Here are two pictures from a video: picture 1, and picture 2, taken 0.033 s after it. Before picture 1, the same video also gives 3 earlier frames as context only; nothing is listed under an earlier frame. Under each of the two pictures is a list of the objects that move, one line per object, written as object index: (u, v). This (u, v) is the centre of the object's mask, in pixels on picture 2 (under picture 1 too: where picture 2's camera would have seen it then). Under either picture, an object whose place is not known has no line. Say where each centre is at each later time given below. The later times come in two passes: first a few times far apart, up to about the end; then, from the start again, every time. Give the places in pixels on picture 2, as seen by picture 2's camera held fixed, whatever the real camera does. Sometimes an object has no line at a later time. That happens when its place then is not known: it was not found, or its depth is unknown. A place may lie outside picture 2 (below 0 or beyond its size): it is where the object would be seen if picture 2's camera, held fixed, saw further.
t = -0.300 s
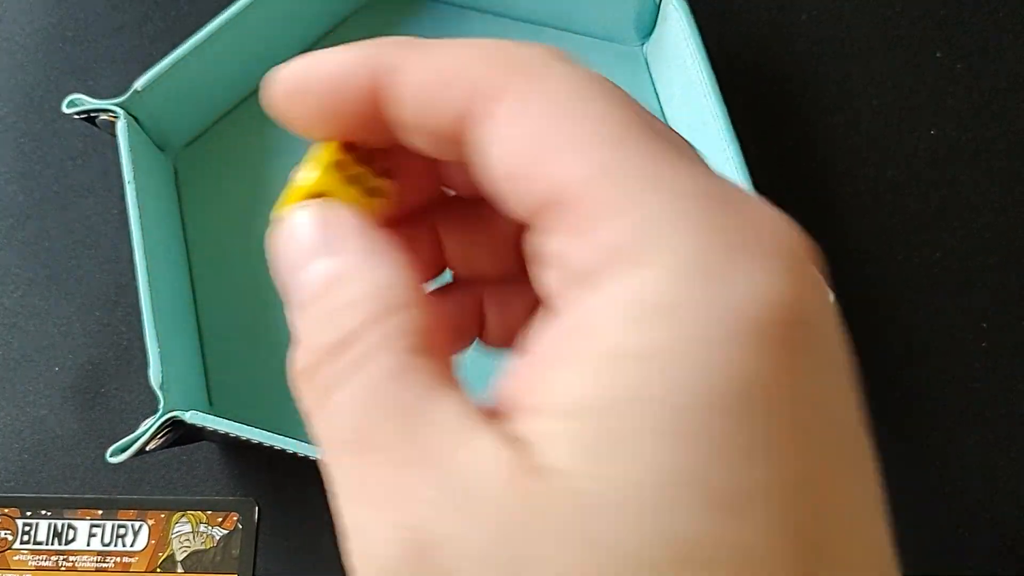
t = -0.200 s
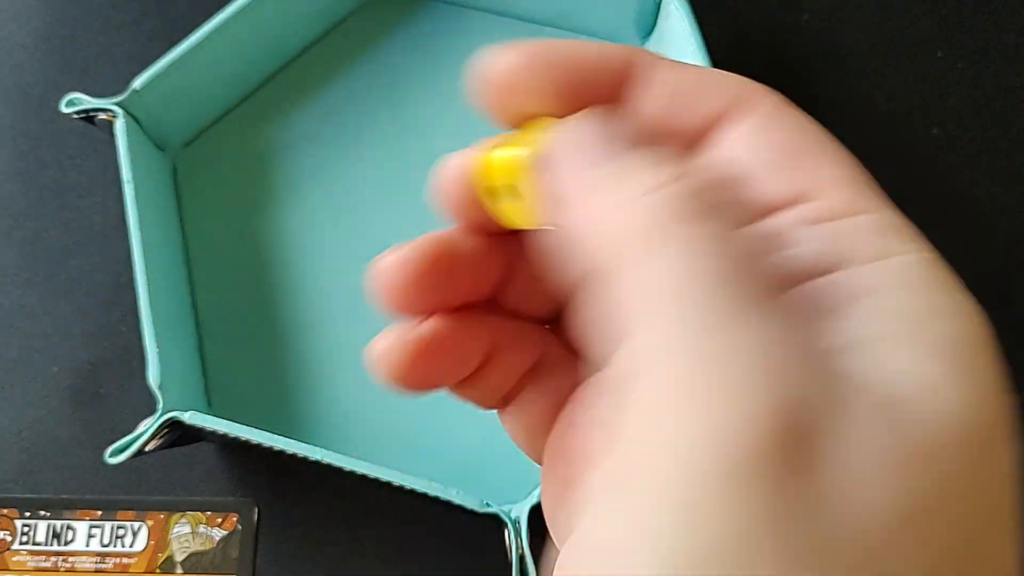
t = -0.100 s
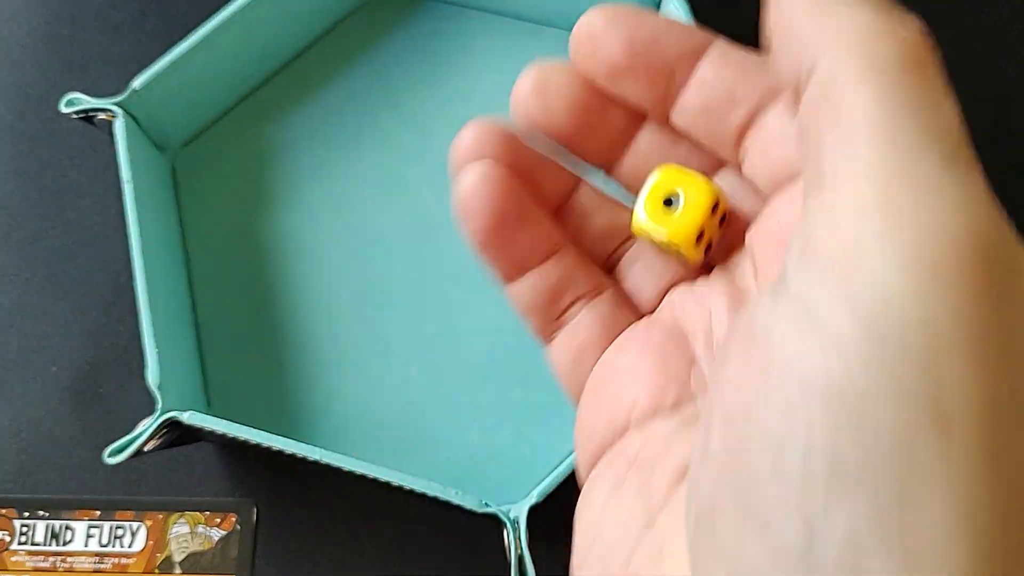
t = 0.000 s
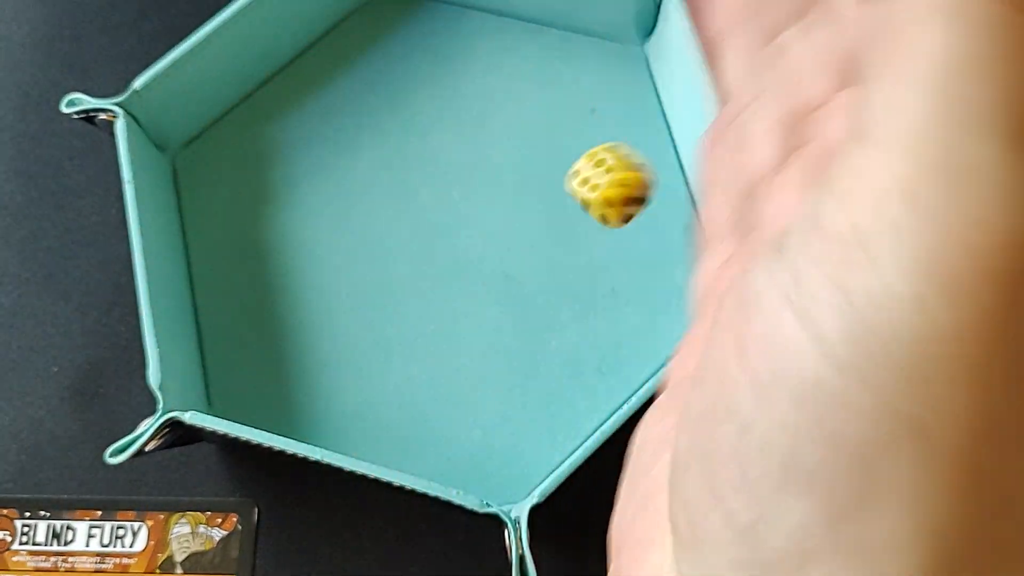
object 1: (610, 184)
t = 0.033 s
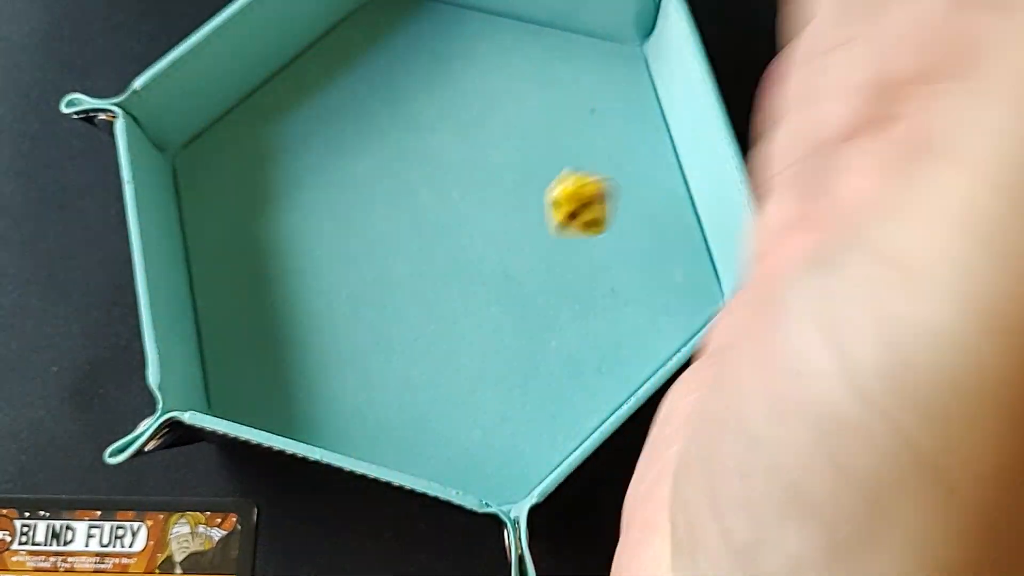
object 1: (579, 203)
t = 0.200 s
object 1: (348, 202)
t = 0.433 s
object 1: (215, 261)
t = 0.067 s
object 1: (545, 216)
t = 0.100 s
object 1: (490, 204)
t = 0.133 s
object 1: (440, 203)
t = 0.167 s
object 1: (392, 198)
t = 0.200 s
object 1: (348, 202)
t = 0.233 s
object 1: (310, 208)
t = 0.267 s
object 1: (280, 221)
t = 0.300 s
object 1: (255, 235)
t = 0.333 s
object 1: (237, 249)
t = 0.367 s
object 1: (223, 257)
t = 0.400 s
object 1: (215, 260)
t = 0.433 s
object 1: (215, 261)
